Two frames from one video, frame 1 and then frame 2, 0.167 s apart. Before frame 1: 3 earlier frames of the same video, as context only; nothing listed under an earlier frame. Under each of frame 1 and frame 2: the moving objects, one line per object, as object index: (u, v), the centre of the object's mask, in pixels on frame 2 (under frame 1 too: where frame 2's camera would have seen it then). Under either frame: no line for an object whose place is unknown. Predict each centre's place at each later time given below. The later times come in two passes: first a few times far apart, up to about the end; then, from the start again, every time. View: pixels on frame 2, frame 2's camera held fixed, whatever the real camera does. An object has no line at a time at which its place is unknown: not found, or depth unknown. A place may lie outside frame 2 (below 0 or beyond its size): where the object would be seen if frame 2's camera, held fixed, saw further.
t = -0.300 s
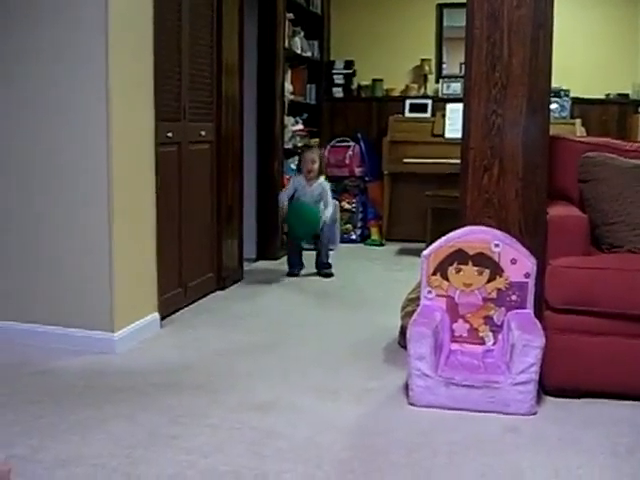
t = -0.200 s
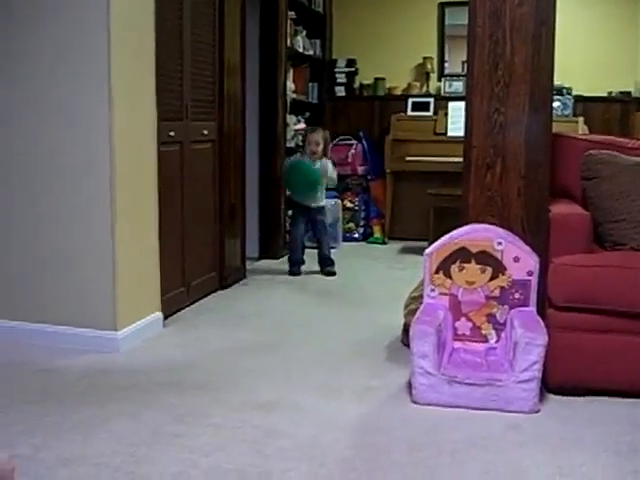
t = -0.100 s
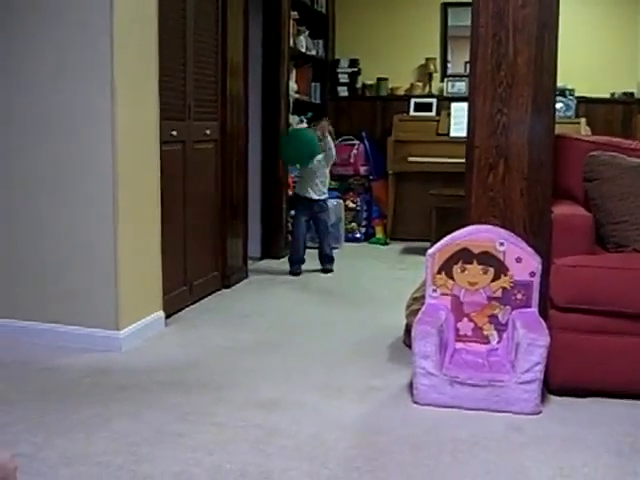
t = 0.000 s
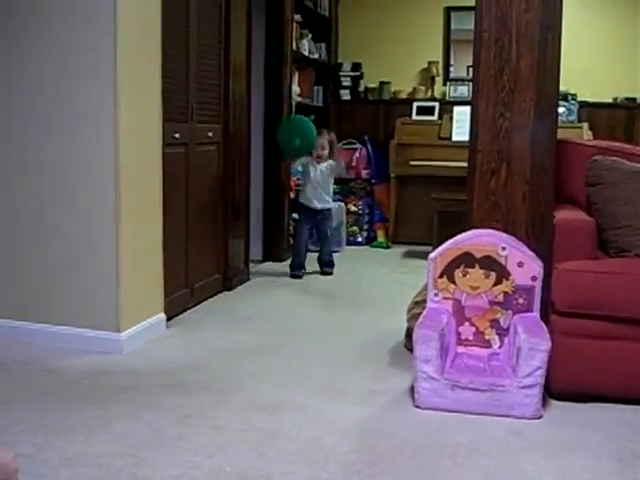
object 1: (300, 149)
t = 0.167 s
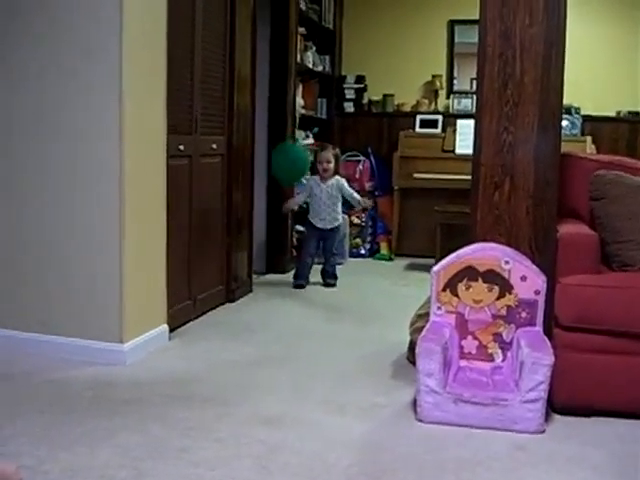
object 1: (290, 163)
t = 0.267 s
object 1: (284, 197)
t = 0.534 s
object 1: (262, 264)
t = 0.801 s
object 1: (237, 224)
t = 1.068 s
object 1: (211, 302)
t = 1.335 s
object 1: (209, 273)
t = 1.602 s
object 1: (205, 287)
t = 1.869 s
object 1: (202, 307)
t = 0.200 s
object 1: (287, 172)
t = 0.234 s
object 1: (285, 183)
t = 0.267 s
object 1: (284, 197)
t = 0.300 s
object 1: (281, 214)
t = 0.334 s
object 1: (279, 232)
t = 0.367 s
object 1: (277, 252)
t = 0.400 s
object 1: (274, 274)
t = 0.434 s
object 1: (270, 300)
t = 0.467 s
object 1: (267, 297)
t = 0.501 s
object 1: (265, 279)
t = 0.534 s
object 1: (262, 264)
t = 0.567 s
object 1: (259, 252)
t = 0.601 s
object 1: (256, 242)
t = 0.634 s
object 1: (252, 233)
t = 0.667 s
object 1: (249, 228)
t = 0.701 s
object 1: (247, 223)
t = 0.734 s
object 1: (243, 222)
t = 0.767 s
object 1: (240, 222)
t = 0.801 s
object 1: (237, 224)
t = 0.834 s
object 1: (233, 229)
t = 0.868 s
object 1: (231, 236)
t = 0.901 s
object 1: (228, 245)
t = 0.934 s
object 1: (225, 255)
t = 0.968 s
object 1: (221, 269)
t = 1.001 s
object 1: (217, 284)
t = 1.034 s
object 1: (213, 302)
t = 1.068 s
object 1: (211, 302)
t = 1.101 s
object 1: (208, 289)
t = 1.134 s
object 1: (205, 279)
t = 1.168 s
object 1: (204, 271)
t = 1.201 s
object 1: (205, 267)
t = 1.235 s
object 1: (206, 266)
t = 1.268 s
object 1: (207, 266)
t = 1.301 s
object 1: (208, 268)
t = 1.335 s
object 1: (209, 273)
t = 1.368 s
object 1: (210, 279)
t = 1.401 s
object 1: (210, 289)
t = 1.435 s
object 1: (212, 299)
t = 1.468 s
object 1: (211, 310)
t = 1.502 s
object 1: (210, 303)
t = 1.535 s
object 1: (208, 294)
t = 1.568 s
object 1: (206, 290)
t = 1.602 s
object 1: (205, 287)
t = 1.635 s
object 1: (203, 286)
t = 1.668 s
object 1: (201, 286)
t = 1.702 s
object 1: (200, 288)
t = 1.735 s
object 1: (198, 293)
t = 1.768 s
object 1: (197, 300)
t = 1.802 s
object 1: (197, 307)
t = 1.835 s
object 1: (199, 310)
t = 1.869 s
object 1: (202, 307)
